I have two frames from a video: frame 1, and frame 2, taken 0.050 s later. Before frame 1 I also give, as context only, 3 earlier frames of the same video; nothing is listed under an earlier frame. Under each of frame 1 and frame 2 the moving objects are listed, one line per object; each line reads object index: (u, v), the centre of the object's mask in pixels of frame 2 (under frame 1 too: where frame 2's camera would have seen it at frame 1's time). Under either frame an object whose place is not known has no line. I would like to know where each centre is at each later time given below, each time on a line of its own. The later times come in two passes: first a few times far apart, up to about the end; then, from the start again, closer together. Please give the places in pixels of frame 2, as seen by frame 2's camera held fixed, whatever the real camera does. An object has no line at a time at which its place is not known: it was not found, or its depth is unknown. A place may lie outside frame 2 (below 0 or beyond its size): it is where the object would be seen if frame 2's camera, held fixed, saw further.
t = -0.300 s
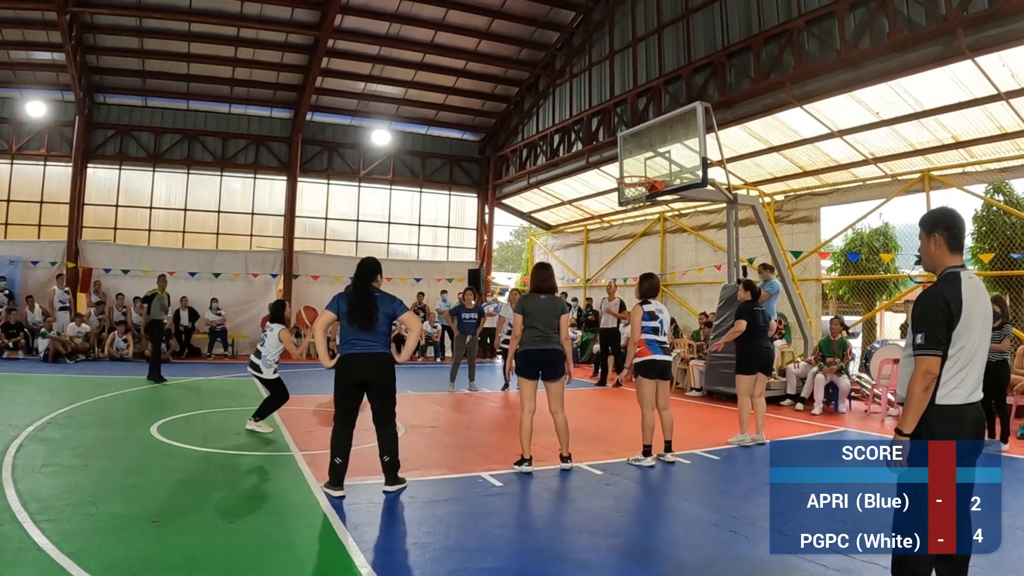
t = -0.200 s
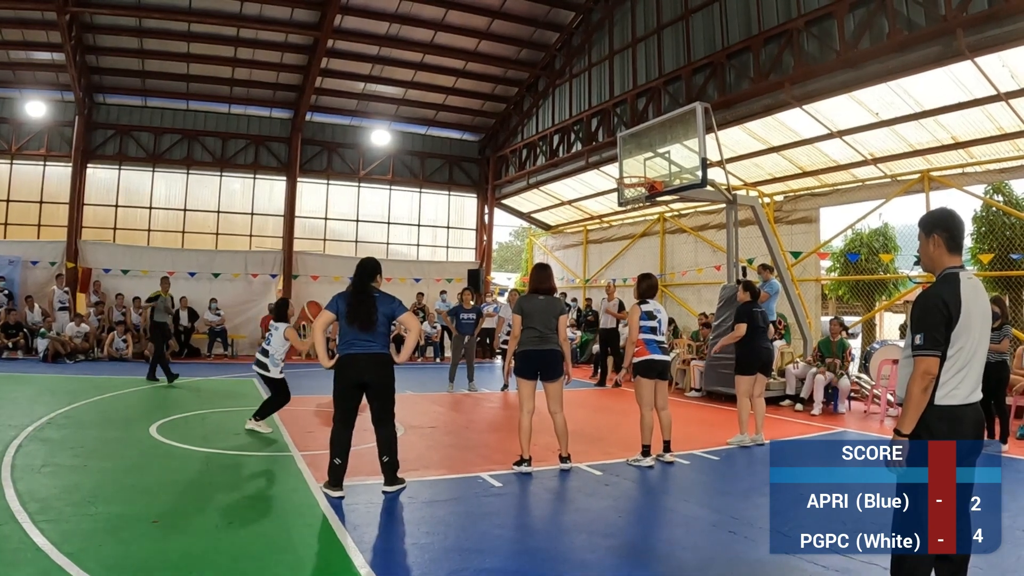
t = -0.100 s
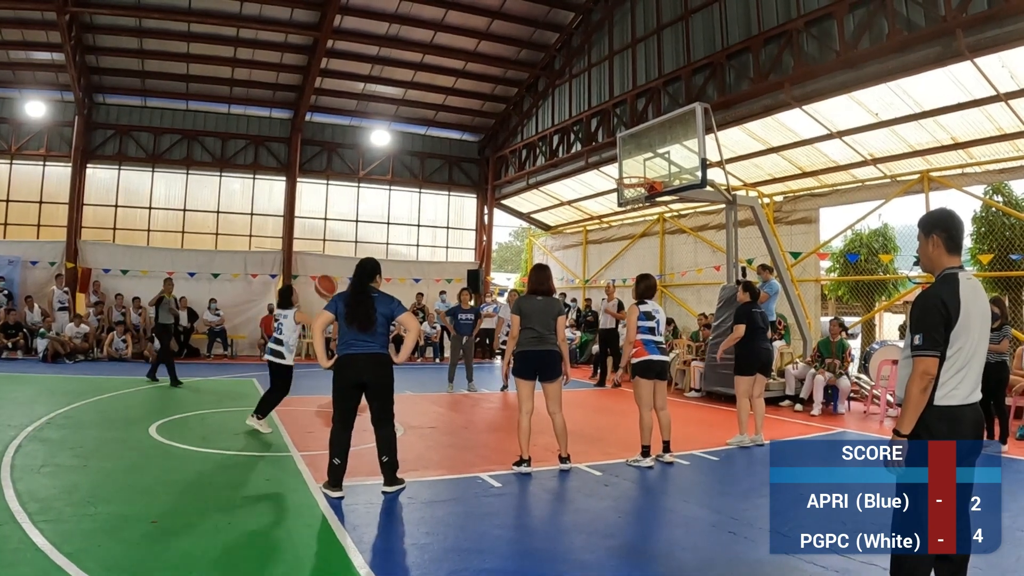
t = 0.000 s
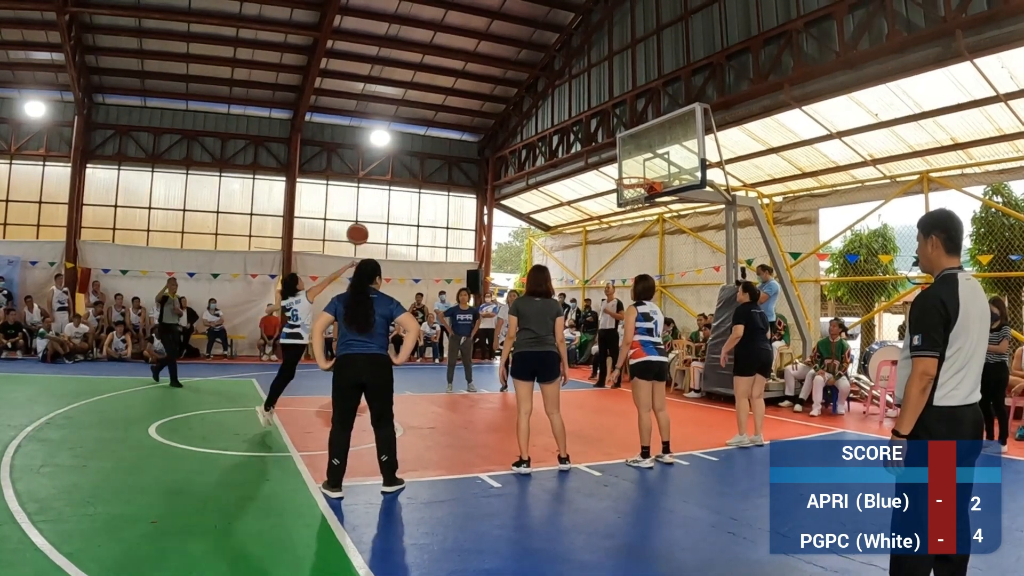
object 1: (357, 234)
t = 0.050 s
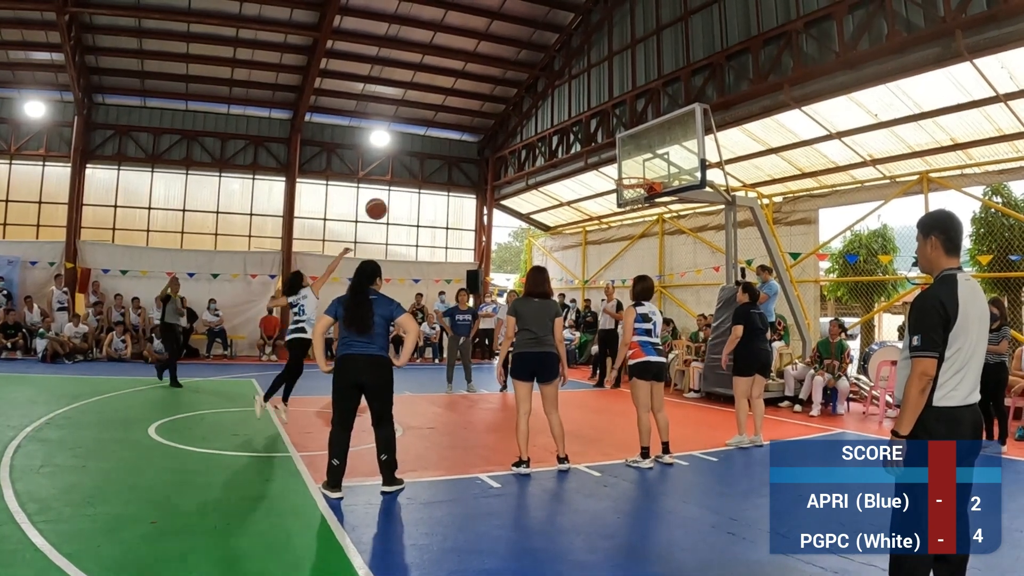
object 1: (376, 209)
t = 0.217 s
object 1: (435, 146)
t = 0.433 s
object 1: (503, 108)
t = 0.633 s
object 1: (559, 108)
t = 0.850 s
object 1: (611, 142)
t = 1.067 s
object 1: (648, 154)
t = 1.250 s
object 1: (669, 148)
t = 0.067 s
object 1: (382, 201)
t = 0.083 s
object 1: (388, 194)
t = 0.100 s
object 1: (395, 186)
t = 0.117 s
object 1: (402, 180)
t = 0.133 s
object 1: (407, 173)
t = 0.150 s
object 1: (413, 168)
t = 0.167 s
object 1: (418, 162)
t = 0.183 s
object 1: (424, 156)
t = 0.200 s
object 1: (429, 151)
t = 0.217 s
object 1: (435, 146)
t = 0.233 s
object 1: (441, 142)
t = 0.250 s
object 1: (446, 138)
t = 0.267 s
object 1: (452, 133)
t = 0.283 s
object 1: (458, 130)
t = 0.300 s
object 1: (463, 126)
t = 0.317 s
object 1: (468, 123)
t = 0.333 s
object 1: (473, 120)
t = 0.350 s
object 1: (478, 117)
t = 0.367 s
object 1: (484, 115)
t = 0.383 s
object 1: (489, 113)
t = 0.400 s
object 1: (493, 110)
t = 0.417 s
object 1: (499, 109)
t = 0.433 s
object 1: (503, 108)
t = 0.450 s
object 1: (508, 107)
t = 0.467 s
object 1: (513, 105)
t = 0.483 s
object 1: (518, 105)
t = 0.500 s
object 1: (523, 104)
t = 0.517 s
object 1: (527, 104)
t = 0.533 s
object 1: (531, 104)
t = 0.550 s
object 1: (536, 104)
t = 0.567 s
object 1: (541, 105)
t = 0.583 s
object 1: (545, 105)
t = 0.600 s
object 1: (549, 106)
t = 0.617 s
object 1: (554, 106)
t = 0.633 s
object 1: (559, 108)
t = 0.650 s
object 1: (562, 109)
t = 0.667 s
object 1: (567, 111)
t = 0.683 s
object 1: (571, 113)
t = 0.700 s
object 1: (575, 115)
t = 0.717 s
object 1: (579, 117)
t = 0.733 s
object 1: (584, 120)
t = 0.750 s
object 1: (588, 123)
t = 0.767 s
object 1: (591, 125)
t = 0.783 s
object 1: (596, 128)
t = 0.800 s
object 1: (600, 131)
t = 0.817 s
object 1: (604, 134)
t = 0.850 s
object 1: (611, 142)
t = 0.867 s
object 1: (615, 145)
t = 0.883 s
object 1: (619, 149)
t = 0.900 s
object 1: (623, 154)
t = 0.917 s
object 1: (627, 158)
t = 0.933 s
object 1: (630, 163)
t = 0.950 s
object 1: (634, 168)
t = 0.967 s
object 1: (636, 169)
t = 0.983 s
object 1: (638, 166)
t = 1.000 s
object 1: (640, 164)
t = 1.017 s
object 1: (642, 161)
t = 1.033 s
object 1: (644, 159)
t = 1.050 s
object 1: (646, 156)
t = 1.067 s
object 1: (648, 154)
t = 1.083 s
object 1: (649, 153)
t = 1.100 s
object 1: (652, 151)
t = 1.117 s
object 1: (654, 150)
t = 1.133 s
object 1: (656, 149)
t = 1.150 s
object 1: (658, 148)
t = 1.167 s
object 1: (659, 148)
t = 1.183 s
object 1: (662, 147)
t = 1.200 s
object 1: (663, 147)
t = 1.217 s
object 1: (665, 147)
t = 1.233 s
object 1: (667, 147)
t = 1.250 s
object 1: (669, 148)
